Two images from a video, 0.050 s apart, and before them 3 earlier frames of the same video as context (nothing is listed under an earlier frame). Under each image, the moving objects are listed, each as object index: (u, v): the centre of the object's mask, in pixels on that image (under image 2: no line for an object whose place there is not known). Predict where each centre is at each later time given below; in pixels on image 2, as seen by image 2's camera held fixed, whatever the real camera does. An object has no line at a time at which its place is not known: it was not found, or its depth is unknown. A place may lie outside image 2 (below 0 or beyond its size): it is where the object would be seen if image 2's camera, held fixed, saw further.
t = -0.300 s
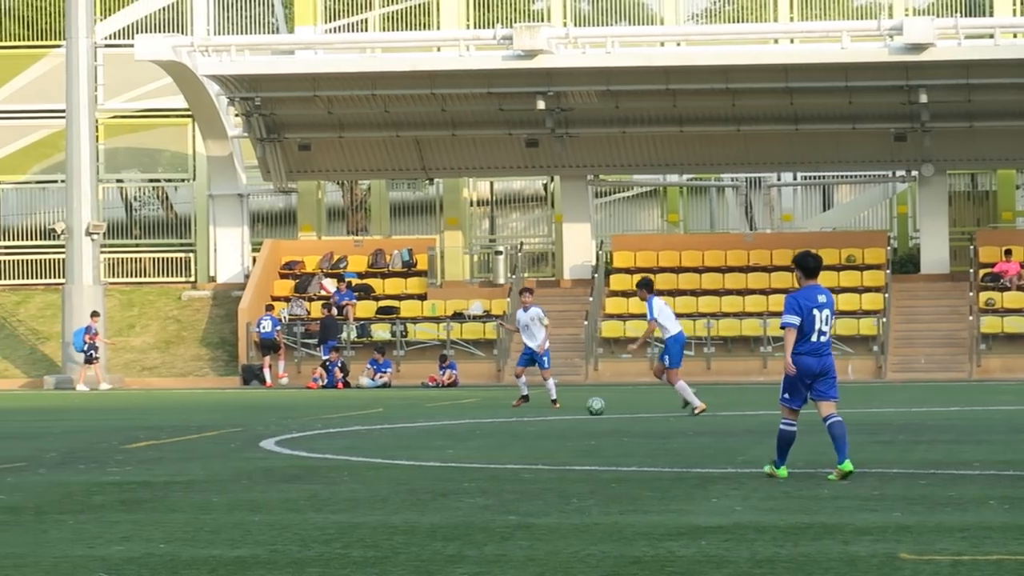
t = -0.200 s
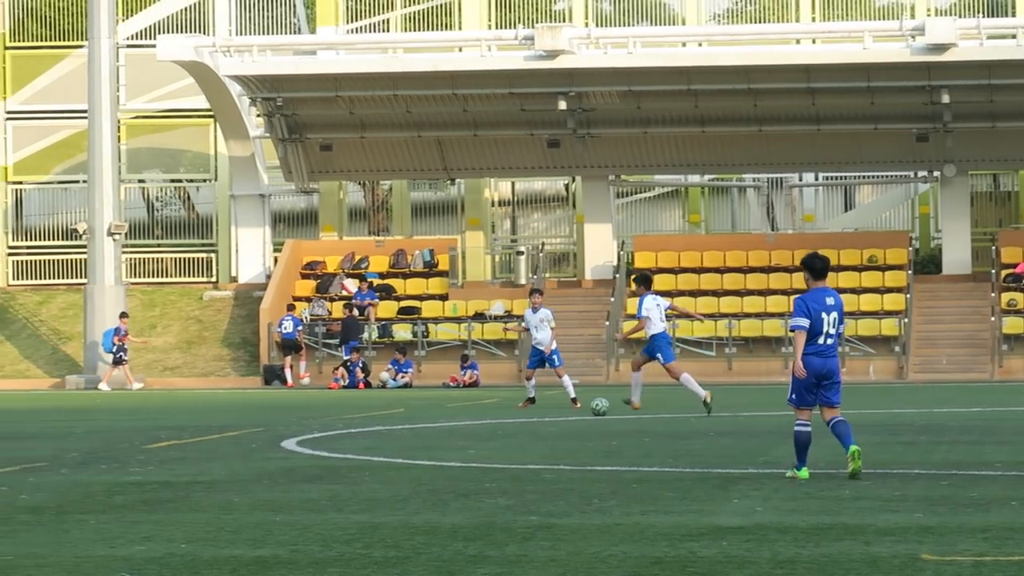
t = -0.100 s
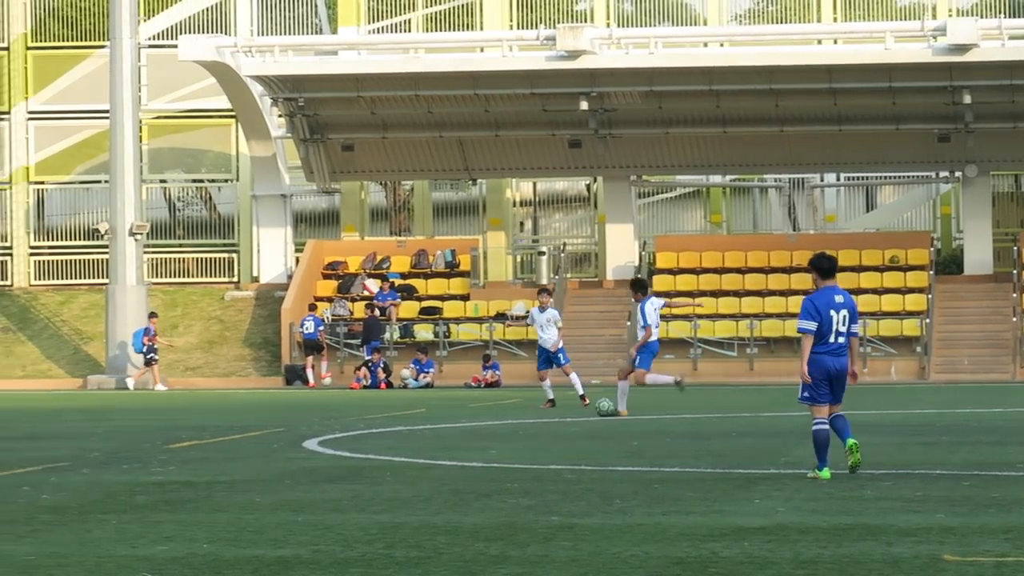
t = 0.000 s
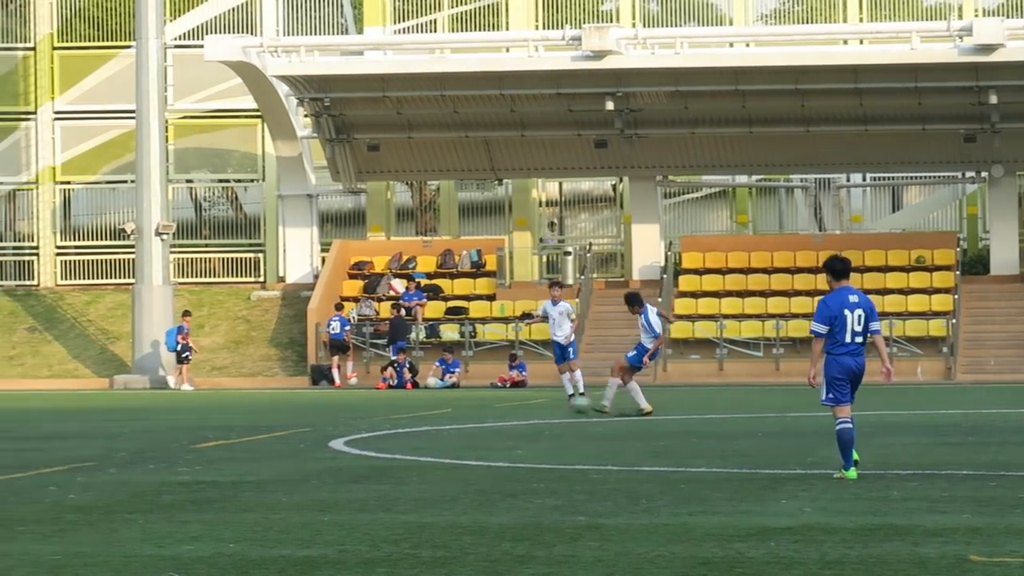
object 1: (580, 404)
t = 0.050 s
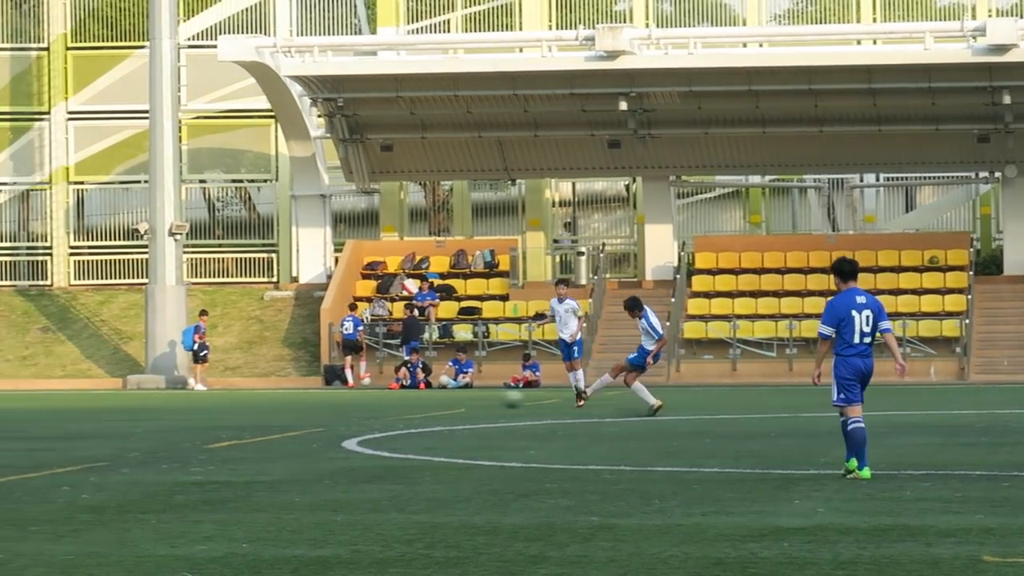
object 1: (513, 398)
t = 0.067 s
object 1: (487, 398)
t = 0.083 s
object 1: (461, 397)
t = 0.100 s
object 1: (435, 395)
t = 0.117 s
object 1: (412, 395)
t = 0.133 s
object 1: (387, 395)
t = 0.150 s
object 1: (365, 394)
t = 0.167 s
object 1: (341, 394)
